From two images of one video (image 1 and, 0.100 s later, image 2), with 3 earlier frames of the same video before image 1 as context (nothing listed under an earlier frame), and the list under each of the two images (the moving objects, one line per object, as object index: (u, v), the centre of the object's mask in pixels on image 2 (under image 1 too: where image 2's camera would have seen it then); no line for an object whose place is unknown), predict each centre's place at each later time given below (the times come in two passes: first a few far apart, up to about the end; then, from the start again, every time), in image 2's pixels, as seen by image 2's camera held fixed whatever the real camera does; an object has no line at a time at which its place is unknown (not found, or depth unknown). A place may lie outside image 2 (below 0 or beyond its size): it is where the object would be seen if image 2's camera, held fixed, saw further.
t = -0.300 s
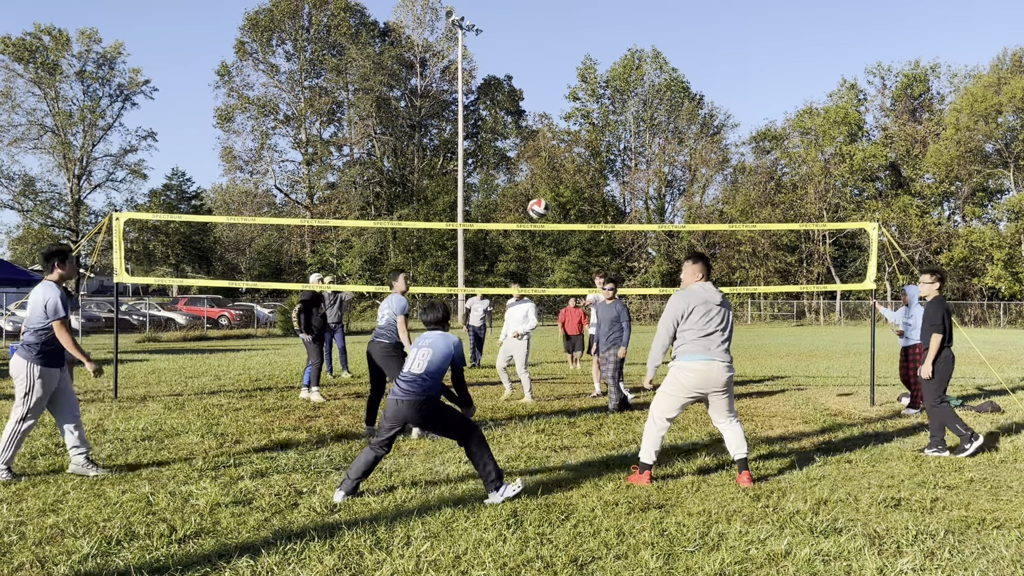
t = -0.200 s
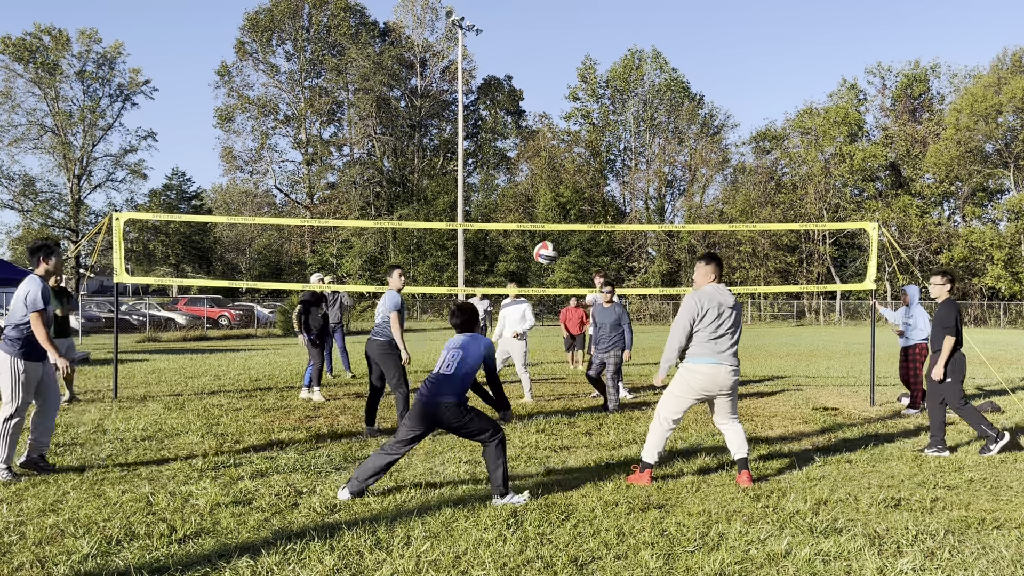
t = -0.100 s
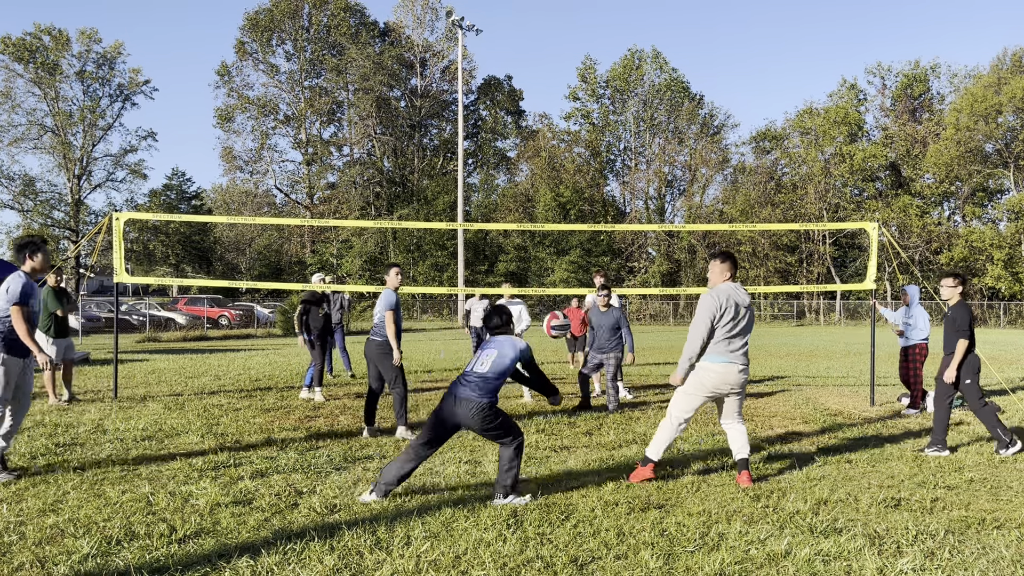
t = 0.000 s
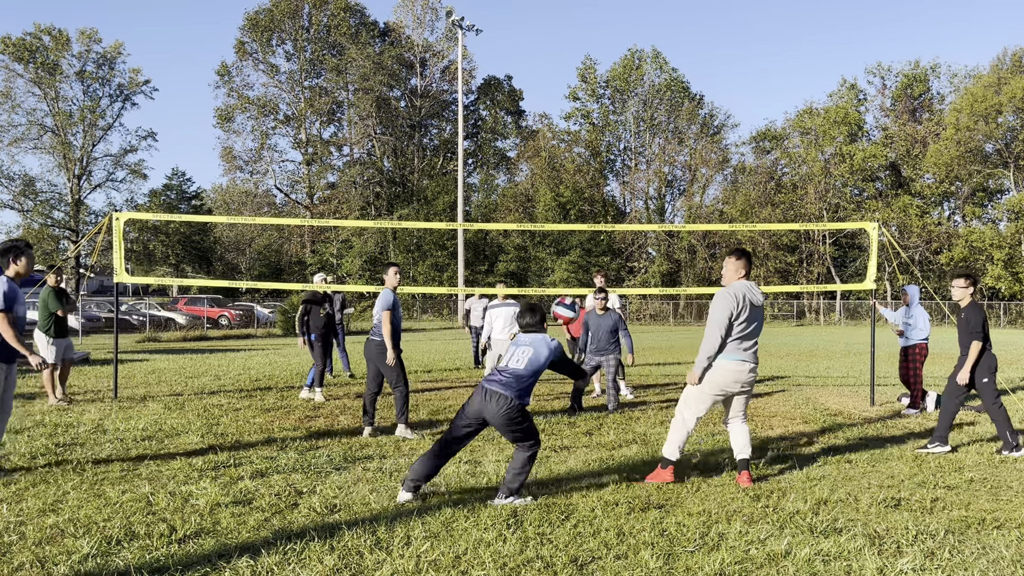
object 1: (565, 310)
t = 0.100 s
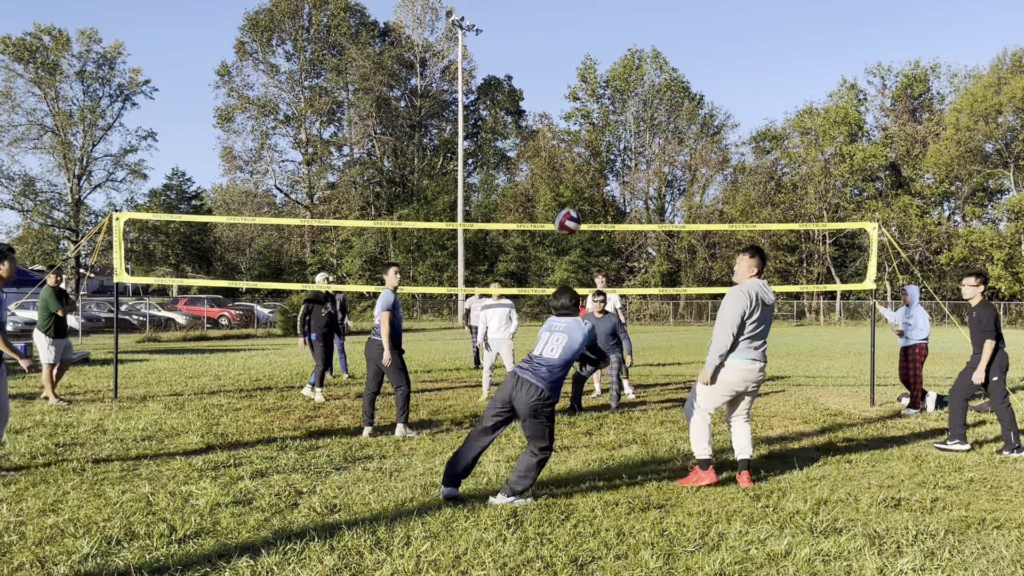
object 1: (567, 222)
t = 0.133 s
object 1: (567, 196)
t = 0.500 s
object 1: (570, 30)
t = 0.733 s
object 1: (569, 19)
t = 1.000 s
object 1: (567, 76)
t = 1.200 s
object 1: (565, 160)
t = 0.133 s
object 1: (567, 196)
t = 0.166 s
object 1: (569, 172)
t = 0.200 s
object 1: (569, 150)
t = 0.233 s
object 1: (569, 130)
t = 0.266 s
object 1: (569, 112)
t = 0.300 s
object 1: (569, 96)
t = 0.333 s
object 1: (570, 81)
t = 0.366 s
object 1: (570, 68)
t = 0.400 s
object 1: (570, 56)
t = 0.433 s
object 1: (570, 46)
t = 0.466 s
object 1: (570, 37)
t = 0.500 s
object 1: (570, 30)
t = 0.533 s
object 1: (570, 25)
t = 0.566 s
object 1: (570, 21)
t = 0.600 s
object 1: (570, 18)
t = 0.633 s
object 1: (570, 16)
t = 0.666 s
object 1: (570, 16)
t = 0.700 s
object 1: (569, 17)
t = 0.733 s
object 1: (569, 19)
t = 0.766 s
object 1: (569, 22)
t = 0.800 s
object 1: (568, 27)
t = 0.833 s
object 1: (568, 32)
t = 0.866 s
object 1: (568, 39)
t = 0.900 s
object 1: (568, 47)
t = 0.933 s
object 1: (567, 56)
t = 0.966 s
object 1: (567, 66)
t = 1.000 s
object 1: (567, 76)
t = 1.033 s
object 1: (567, 88)
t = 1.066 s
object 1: (566, 101)
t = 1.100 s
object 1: (566, 115)
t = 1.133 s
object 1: (565, 129)
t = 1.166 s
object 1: (565, 144)
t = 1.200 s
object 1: (565, 160)
